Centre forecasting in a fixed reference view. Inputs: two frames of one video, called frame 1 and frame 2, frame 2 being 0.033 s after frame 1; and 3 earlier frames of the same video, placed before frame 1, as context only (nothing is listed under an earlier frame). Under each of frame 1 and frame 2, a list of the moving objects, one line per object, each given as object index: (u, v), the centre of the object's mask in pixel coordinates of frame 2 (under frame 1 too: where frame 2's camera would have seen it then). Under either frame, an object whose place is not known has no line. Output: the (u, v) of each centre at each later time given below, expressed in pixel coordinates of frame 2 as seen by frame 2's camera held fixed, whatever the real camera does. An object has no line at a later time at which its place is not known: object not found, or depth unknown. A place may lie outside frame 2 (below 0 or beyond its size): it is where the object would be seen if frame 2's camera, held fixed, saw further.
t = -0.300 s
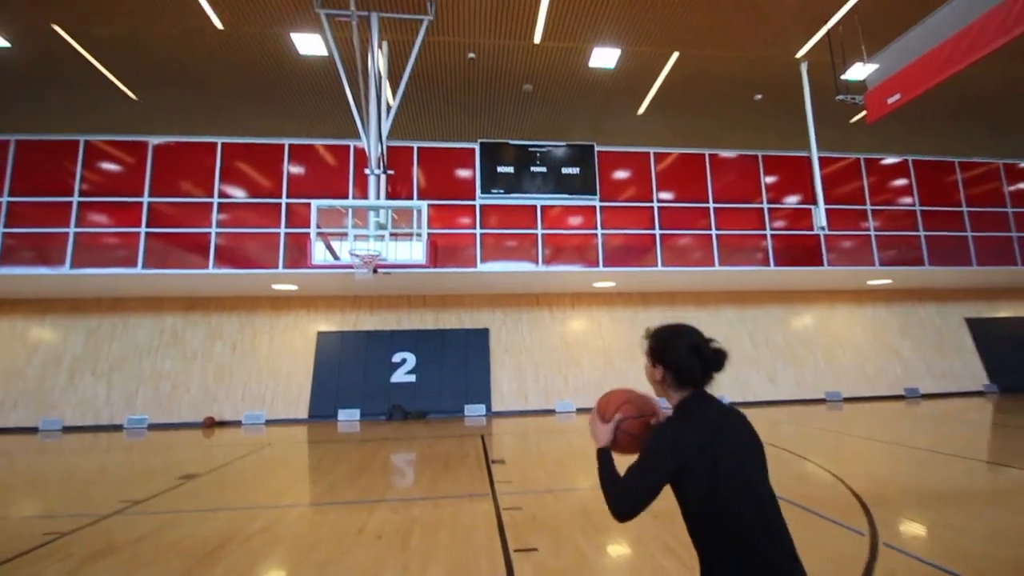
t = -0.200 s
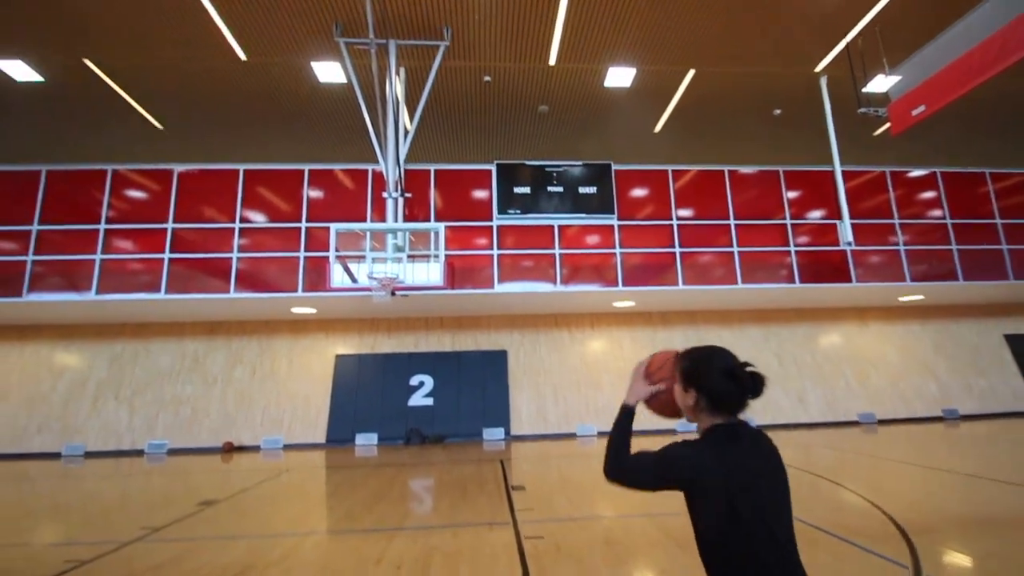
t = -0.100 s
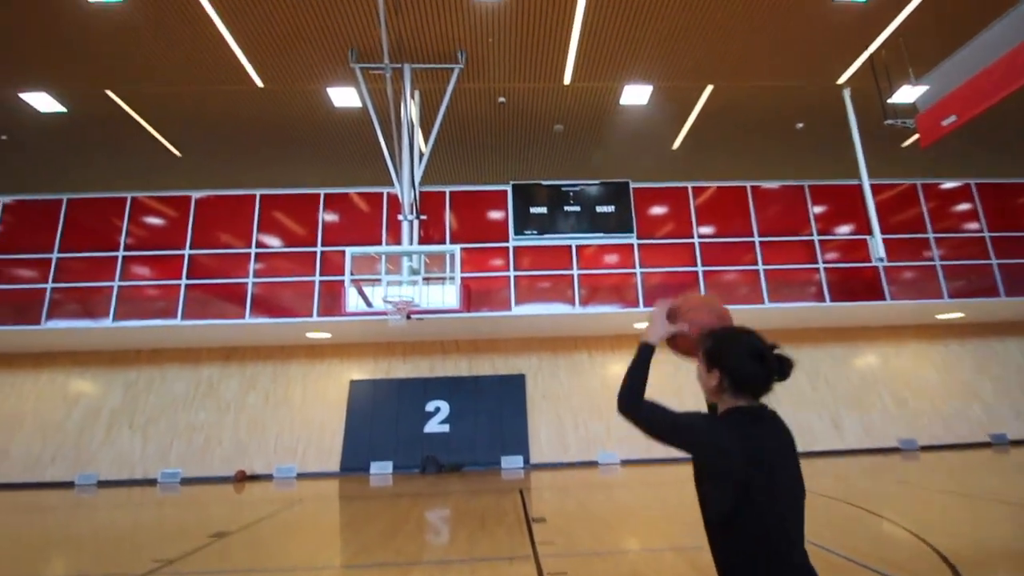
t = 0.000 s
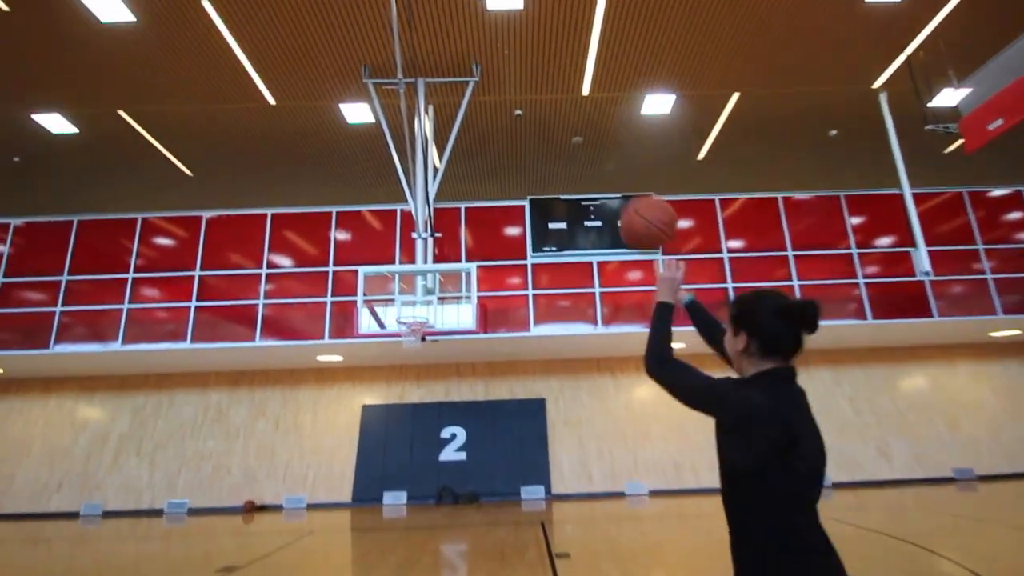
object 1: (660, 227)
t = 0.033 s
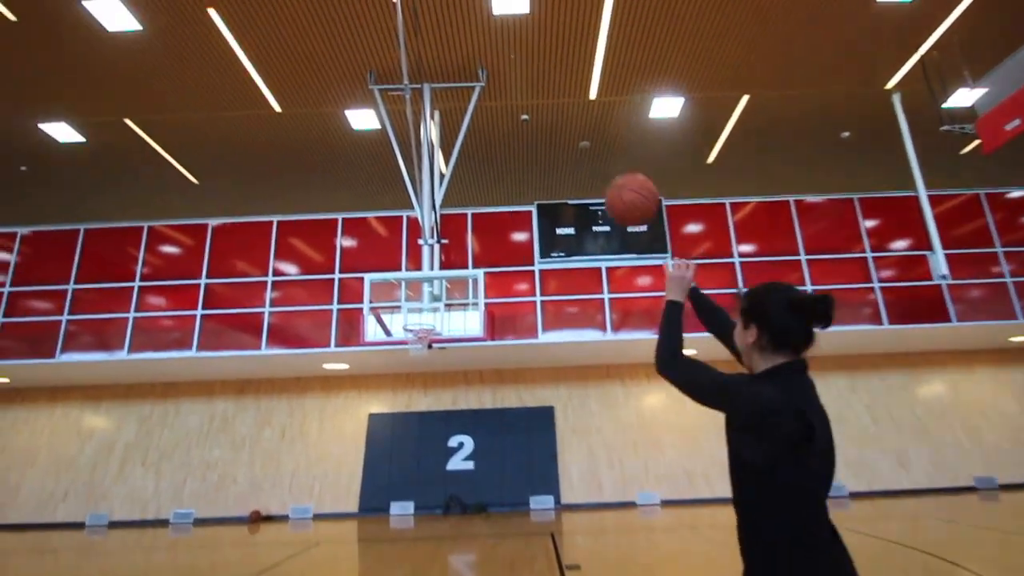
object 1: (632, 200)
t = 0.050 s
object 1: (620, 189)
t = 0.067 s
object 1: (610, 178)
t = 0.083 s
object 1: (600, 169)
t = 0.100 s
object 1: (589, 162)
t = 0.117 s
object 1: (581, 155)
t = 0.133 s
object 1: (573, 149)
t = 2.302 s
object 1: (457, 399)
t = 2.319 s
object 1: (458, 398)
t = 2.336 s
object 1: (459, 397)
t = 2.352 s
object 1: (459, 396)
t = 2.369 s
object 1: (460, 396)
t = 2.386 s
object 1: (461, 395)
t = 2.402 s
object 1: (462, 395)
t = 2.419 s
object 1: (463, 396)
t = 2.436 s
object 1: (463, 396)
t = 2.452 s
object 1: (465, 397)
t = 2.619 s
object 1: (474, 417)
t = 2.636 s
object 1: (475, 421)
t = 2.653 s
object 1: (476, 424)
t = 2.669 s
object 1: (477, 430)
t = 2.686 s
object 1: (479, 434)
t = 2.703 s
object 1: (480, 440)
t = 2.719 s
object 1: (481, 445)
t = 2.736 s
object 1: (482, 451)
